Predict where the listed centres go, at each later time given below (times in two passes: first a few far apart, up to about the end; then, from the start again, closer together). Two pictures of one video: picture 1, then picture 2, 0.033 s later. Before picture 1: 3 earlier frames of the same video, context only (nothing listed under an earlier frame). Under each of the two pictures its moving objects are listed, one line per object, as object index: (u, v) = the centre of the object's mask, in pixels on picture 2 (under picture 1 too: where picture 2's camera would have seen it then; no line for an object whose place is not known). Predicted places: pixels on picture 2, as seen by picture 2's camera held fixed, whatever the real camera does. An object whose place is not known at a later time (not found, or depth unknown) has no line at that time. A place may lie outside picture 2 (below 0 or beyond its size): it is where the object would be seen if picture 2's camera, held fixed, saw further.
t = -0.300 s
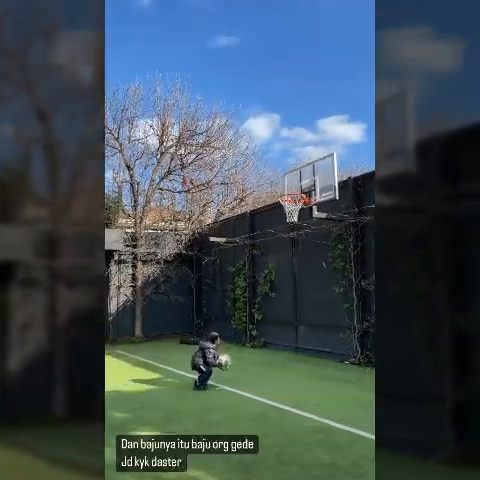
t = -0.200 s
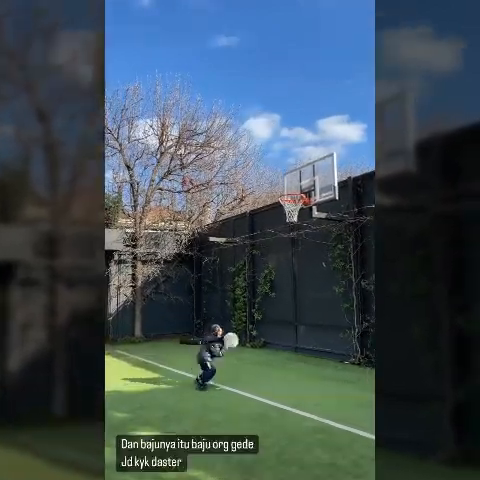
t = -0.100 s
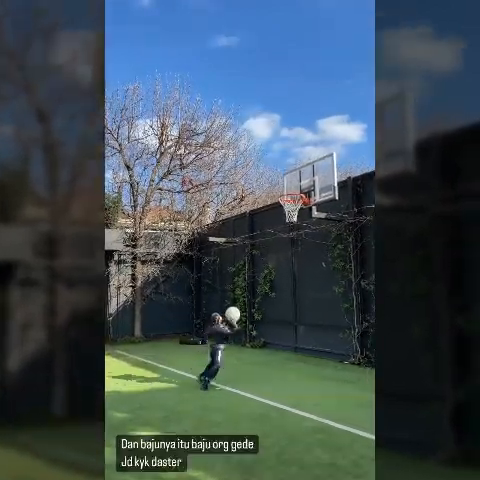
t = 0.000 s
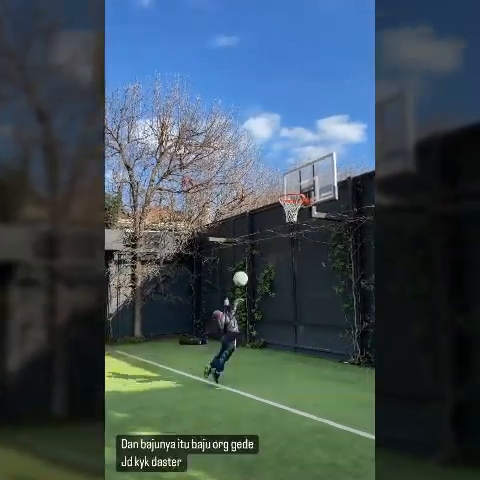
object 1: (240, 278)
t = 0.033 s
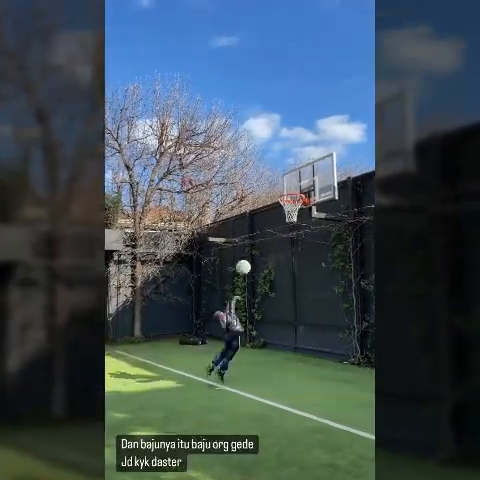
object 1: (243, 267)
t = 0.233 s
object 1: (259, 215)
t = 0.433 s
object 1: (275, 190)
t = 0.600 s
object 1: (286, 186)
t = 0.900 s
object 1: (291, 209)
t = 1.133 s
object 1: (291, 225)
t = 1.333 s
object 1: (296, 258)
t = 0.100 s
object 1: (249, 246)
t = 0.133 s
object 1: (251, 238)
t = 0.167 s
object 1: (254, 230)
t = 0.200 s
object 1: (257, 222)
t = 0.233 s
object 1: (259, 215)
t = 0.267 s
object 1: (262, 210)
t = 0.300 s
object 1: (265, 204)
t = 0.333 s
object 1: (269, 199)
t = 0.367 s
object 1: (271, 196)
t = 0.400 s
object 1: (272, 192)
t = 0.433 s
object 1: (275, 190)
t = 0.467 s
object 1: (277, 188)
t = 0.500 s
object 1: (280, 187)
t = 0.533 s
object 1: (282, 186)
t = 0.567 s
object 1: (283, 185)
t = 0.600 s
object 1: (286, 186)
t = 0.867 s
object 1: (291, 199)
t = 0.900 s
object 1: (291, 209)
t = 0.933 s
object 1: (290, 209)
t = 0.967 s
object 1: (290, 211)
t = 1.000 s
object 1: (290, 212)
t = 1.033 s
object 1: (290, 213)
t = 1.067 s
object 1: (290, 215)
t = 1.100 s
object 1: (290, 219)
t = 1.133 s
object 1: (291, 225)
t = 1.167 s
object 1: (292, 228)
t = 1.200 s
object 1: (293, 233)
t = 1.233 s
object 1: (294, 238)
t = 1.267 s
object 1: (295, 245)
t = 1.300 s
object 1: (296, 250)
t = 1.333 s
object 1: (296, 258)
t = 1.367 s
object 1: (297, 266)
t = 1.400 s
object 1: (298, 275)
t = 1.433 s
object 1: (299, 284)
